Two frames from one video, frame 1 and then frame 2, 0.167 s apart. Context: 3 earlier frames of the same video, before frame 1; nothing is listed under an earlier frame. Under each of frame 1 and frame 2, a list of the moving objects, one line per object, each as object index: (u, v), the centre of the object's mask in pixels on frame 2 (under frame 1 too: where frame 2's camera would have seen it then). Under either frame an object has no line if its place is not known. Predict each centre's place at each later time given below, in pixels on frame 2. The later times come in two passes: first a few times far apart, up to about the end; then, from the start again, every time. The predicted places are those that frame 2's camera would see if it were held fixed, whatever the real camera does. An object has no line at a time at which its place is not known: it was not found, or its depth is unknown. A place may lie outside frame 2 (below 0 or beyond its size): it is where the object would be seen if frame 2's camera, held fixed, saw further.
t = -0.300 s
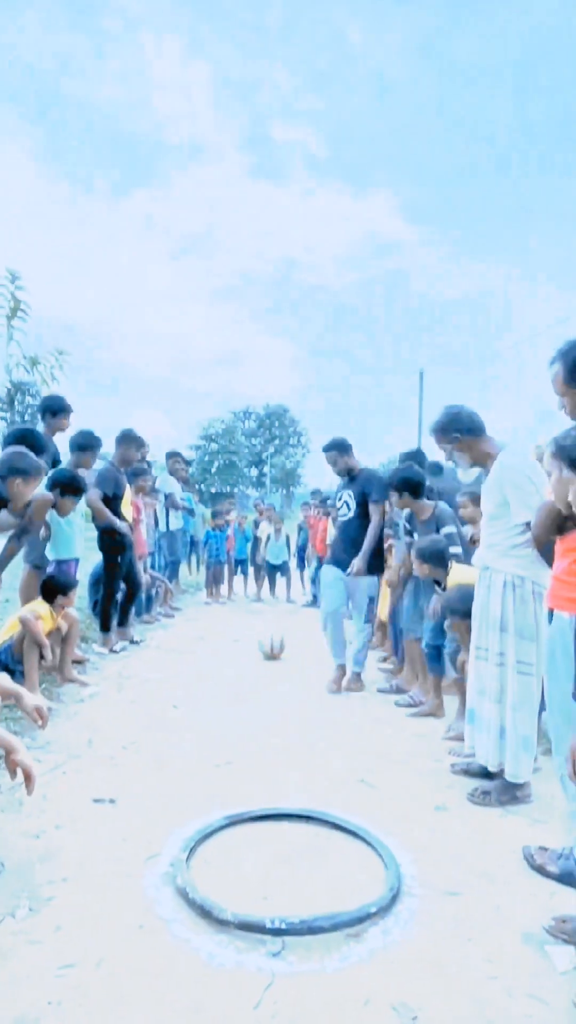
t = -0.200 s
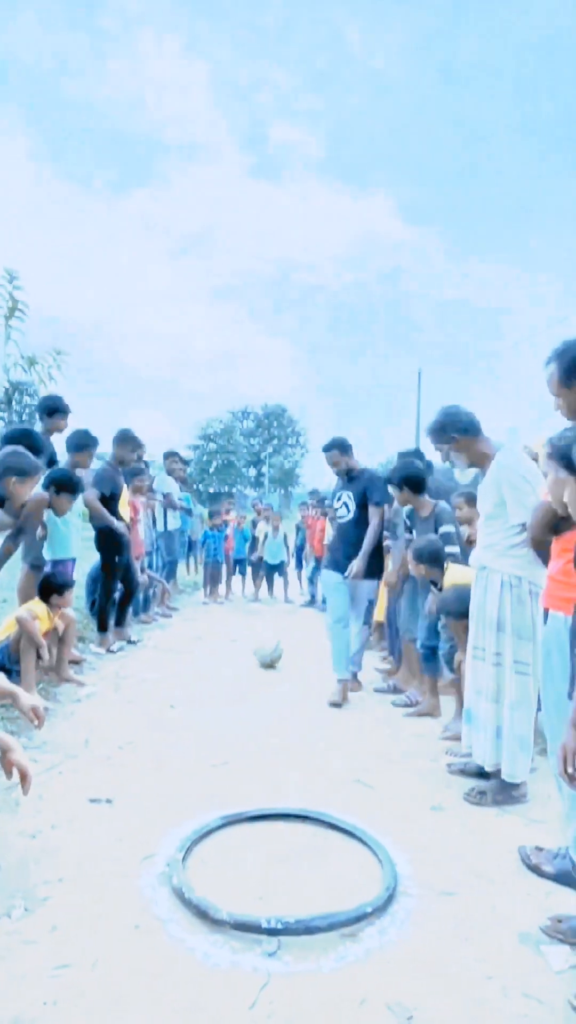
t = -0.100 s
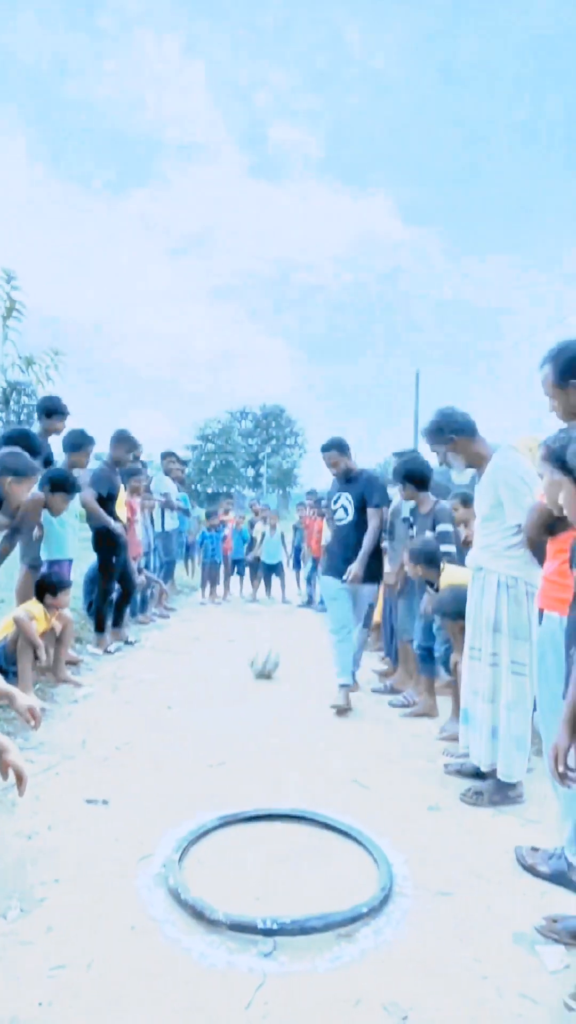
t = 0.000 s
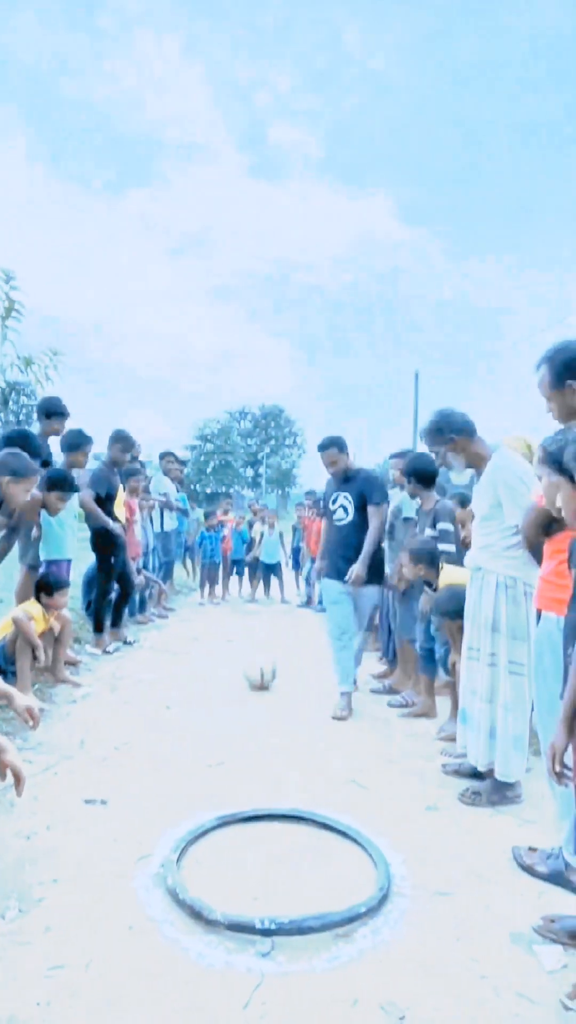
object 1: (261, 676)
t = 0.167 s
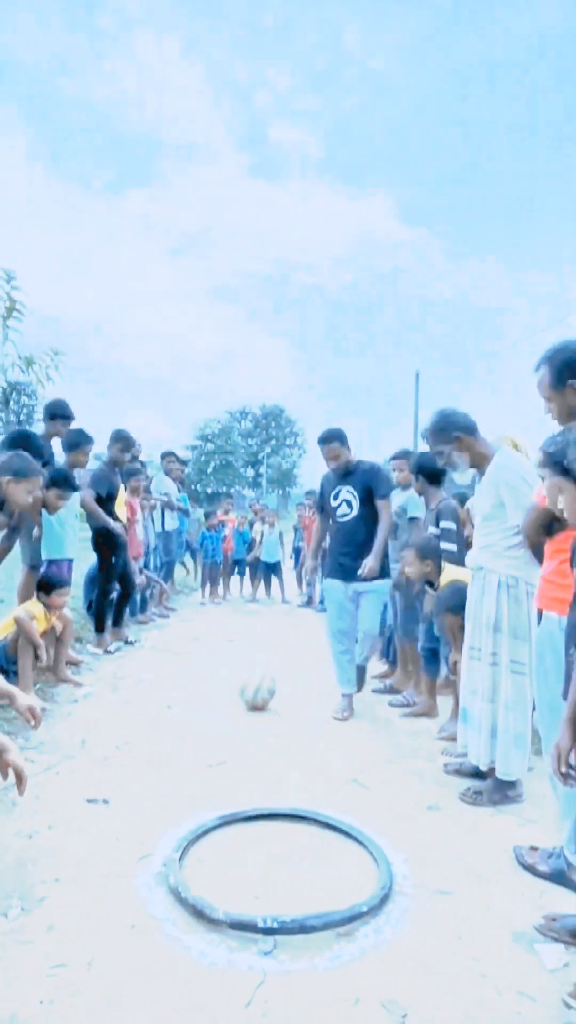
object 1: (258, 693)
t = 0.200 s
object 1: (257, 697)
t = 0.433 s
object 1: (248, 731)
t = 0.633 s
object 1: (237, 772)
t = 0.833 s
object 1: (210, 778)
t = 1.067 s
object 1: (153, 858)
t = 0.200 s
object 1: (257, 697)
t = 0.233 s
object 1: (256, 701)
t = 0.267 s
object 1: (255, 708)
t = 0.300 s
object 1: (253, 716)
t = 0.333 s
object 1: (252, 716)
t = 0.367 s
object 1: (251, 723)
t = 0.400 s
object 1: (248, 726)
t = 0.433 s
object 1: (248, 731)
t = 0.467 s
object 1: (247, 735)
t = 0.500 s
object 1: (246, 745)
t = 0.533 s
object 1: (243, 752)
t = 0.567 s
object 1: (241, 759)
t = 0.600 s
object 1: (239, 763)
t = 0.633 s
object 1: (237, 772)
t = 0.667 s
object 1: (234, 779)
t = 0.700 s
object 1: (231, 783)
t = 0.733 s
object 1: (225, 780)
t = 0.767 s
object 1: (222, 776)
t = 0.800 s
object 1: (215, 775)
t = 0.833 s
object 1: (210, 778)
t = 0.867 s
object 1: (203, 786)
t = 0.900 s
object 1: (196, 795)
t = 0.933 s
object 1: (188, 809)
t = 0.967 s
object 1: (178, 827)
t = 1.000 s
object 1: (170, 848)
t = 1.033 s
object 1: (161, 854)
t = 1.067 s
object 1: (153, 858)
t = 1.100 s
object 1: (142, 870)
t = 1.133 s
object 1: (133, 888)
